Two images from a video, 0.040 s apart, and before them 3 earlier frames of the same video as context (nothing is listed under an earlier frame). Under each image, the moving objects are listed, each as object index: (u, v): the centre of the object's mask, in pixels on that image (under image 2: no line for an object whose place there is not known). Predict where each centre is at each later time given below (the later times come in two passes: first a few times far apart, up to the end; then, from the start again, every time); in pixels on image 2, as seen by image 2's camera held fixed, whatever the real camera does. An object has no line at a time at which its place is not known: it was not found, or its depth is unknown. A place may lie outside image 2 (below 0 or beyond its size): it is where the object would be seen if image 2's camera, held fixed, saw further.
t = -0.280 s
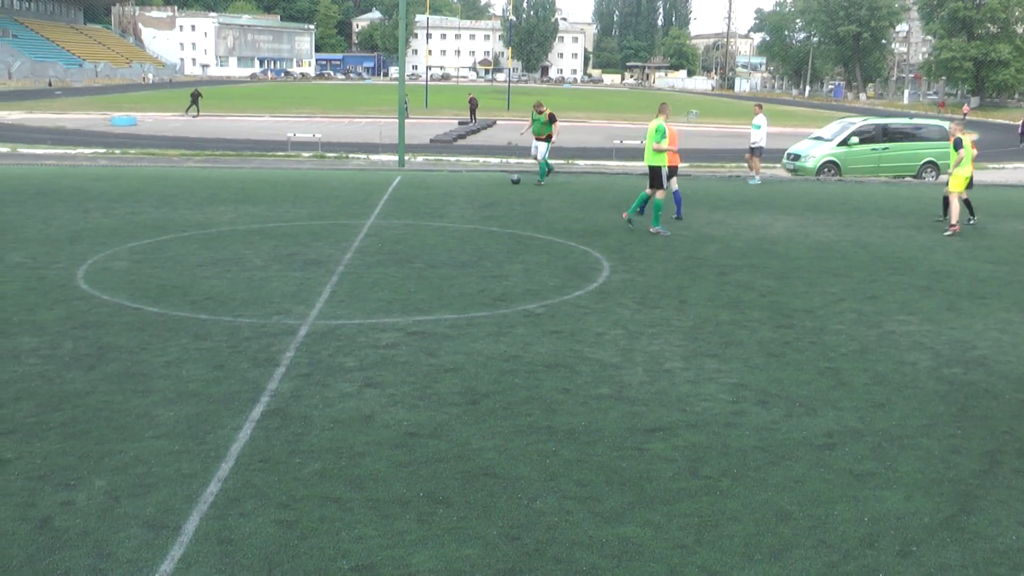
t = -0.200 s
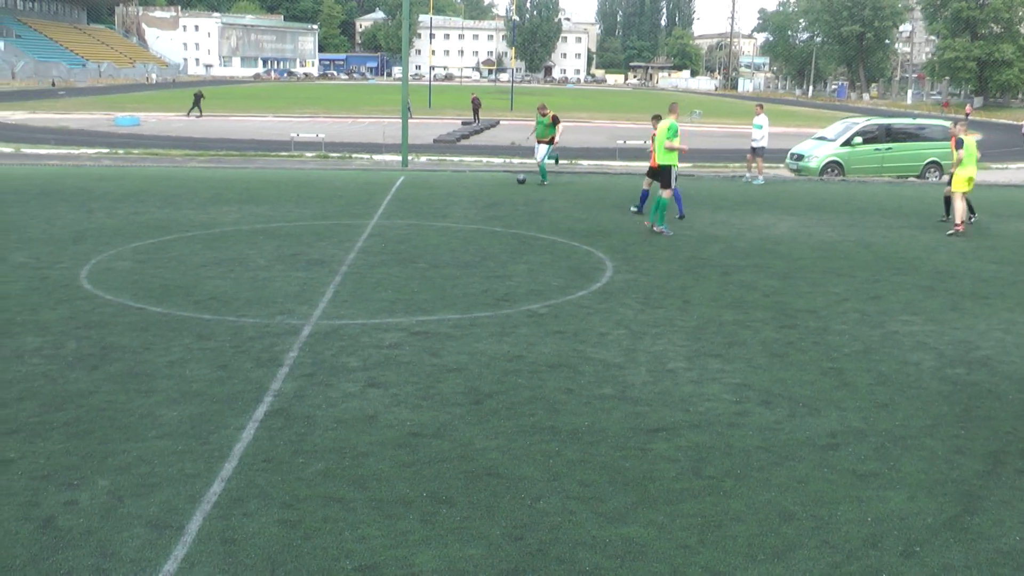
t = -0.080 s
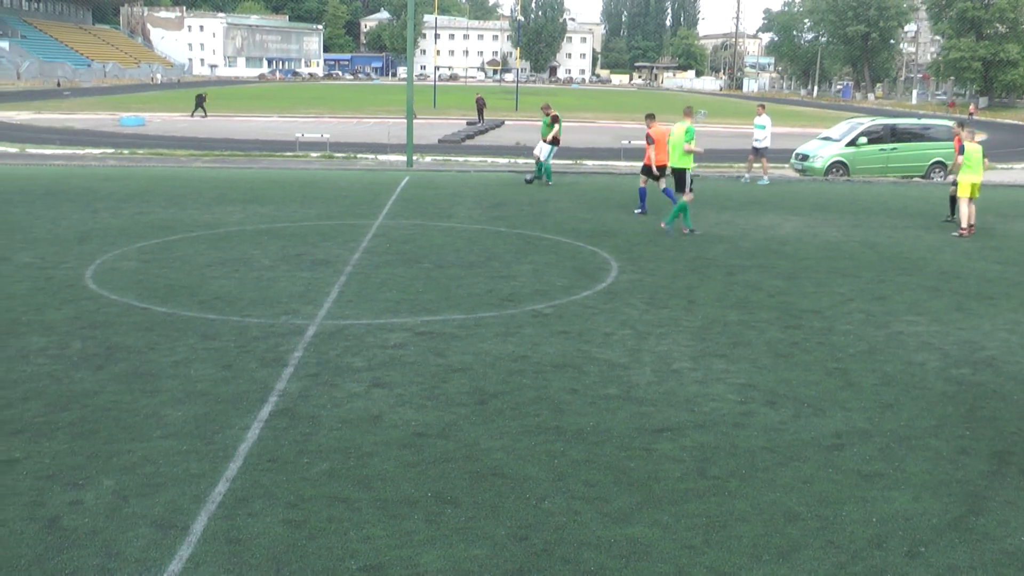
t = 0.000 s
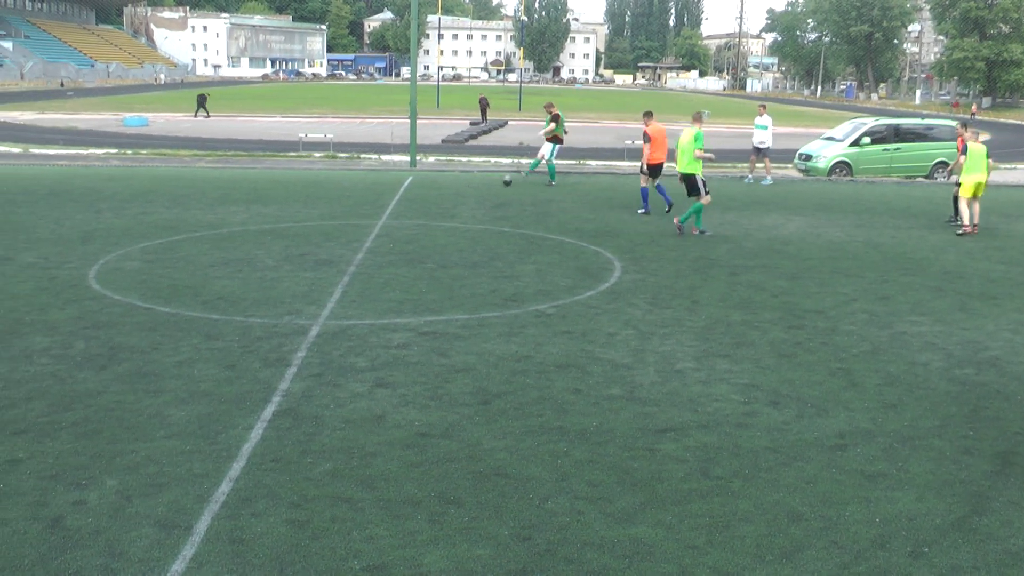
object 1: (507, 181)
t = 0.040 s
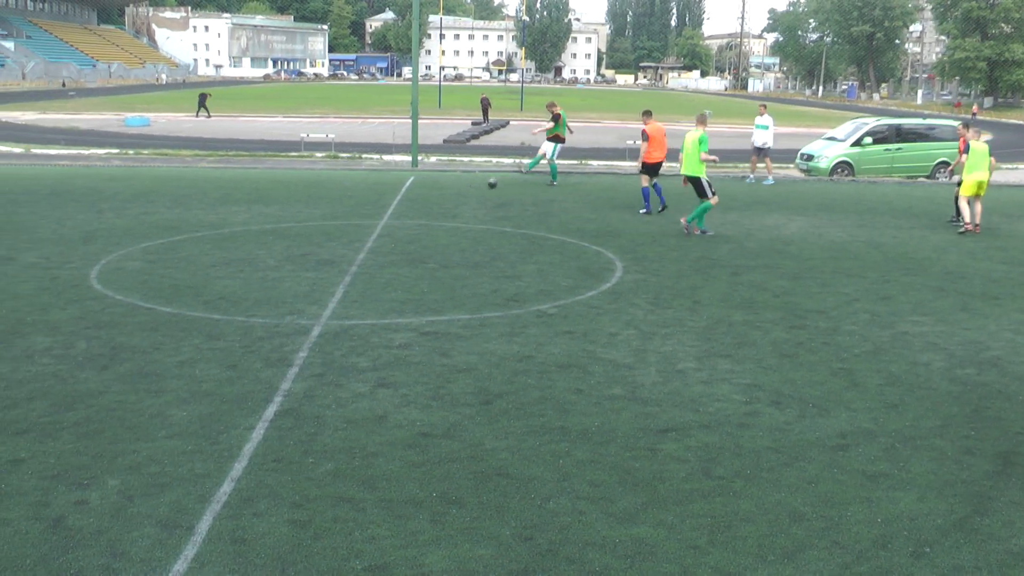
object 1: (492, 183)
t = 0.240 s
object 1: (406, 192)
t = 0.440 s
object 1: (319, 203)
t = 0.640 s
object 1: (232, 215)
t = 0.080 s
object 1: (475, 185)
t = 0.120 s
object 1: (459, 186)
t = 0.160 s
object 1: (442, 188)
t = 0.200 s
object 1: (424, 190)
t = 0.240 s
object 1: (406, 192)
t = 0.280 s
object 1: (387, 193)
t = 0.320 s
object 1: (370, 196)
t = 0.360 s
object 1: (353, 199)
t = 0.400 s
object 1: (336, 201)
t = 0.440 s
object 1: (319, 203)
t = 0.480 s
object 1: (301, 205)
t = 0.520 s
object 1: (284, 207)
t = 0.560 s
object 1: (267, 210)
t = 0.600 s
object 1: (250, 212)
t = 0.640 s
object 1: (232, 215)
